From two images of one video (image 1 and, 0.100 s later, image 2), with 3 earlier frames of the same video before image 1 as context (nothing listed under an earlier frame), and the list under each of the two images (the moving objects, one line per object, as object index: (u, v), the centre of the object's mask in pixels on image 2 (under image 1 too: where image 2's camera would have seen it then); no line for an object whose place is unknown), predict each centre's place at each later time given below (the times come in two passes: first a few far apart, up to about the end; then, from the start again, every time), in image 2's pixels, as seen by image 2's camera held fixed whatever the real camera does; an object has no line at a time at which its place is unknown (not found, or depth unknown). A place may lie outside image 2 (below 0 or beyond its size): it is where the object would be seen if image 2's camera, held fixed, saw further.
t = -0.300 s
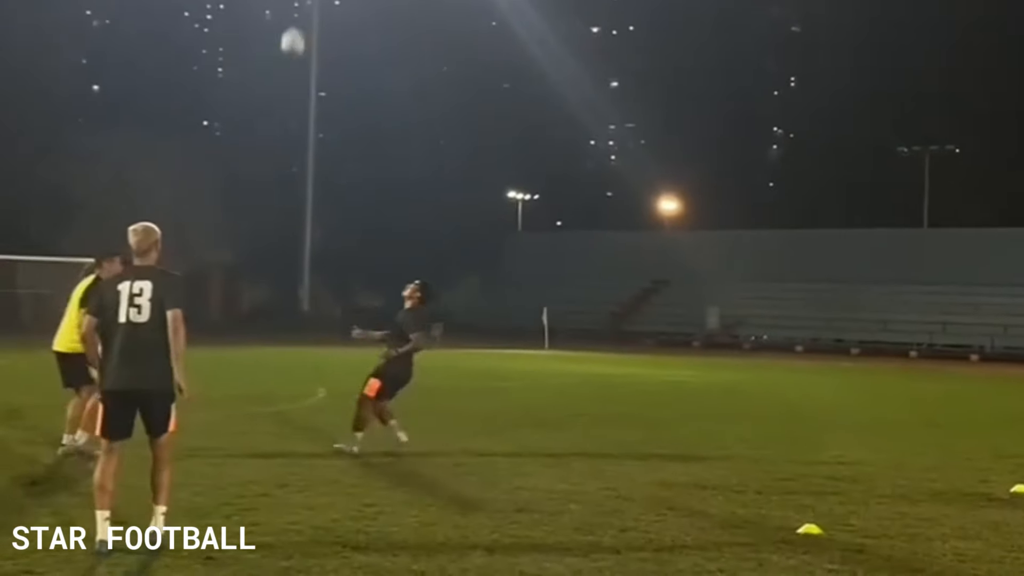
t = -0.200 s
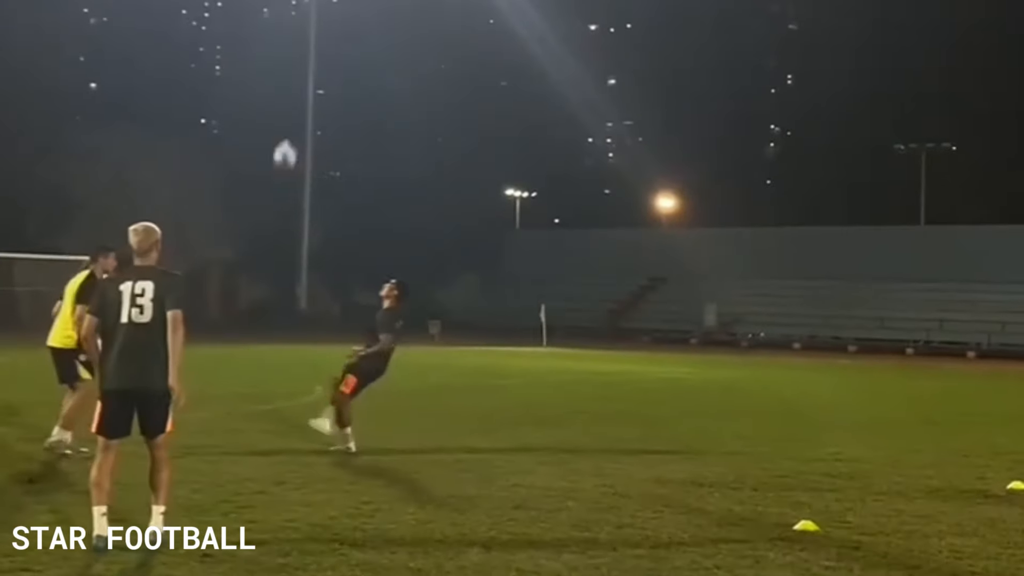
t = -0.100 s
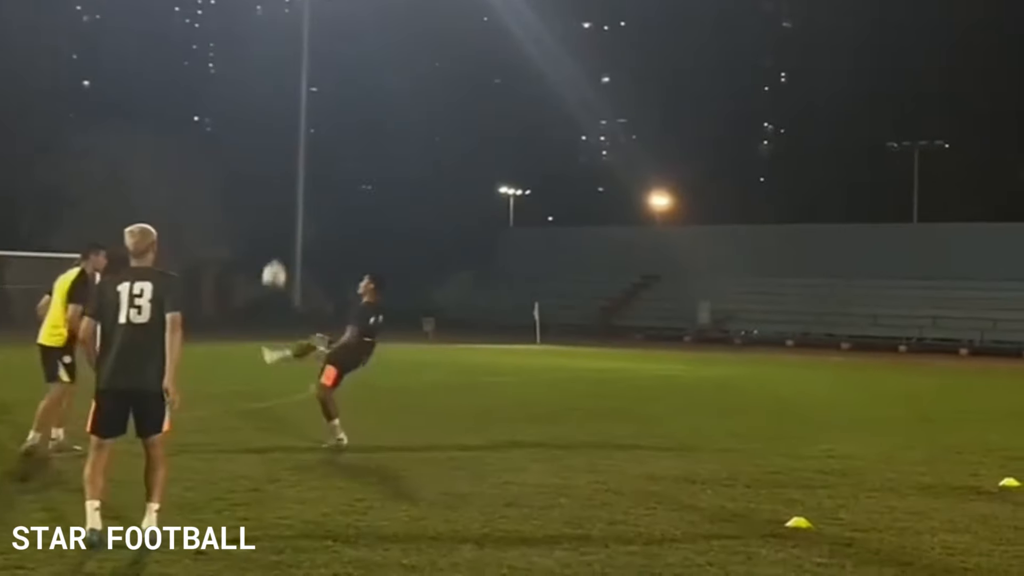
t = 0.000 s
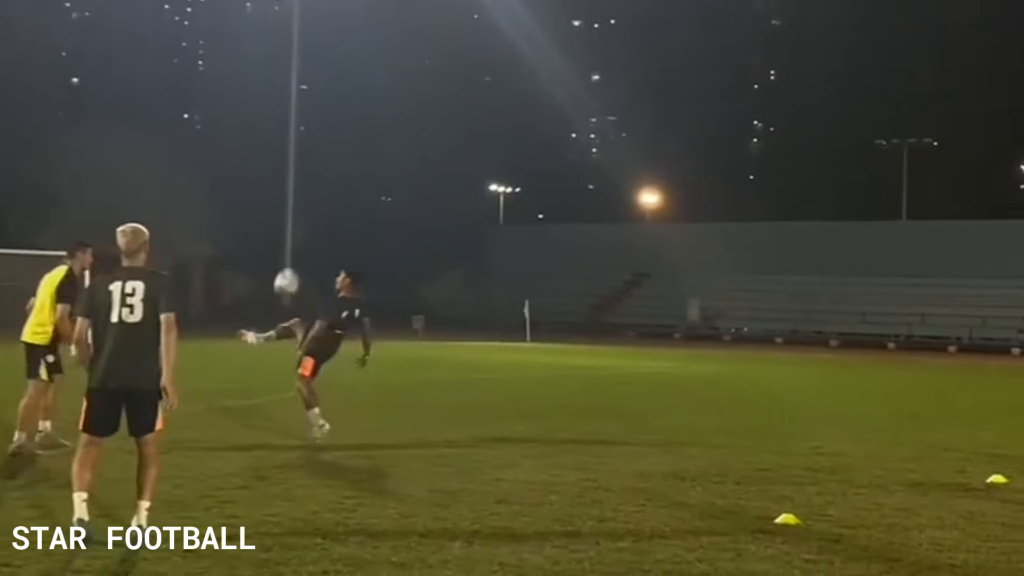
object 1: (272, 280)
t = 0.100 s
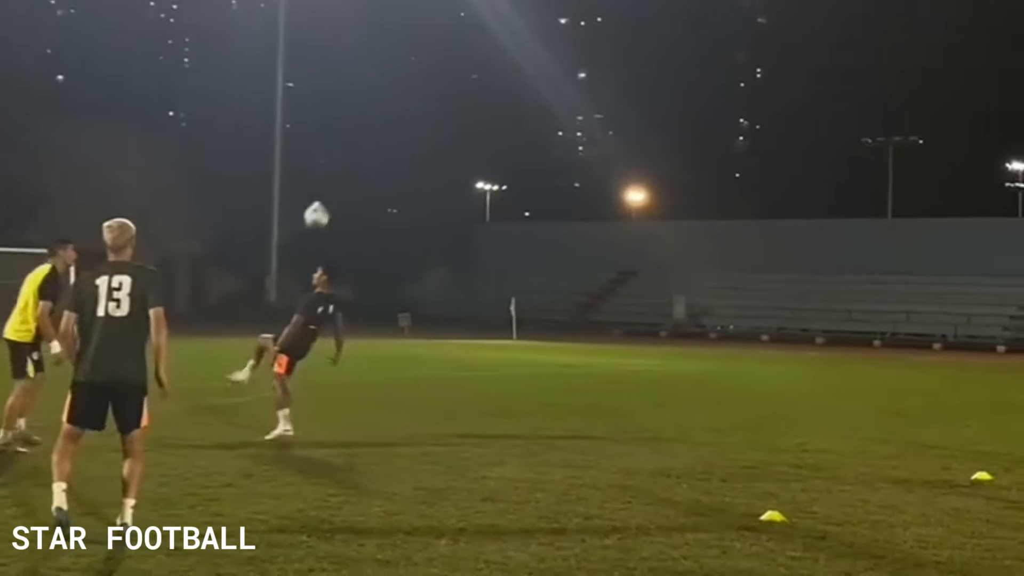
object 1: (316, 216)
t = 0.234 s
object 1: (377, 145)
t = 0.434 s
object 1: (477, 72)
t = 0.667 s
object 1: (607, 44)
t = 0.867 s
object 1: (732, 79)
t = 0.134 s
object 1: (331, 197)
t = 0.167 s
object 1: (346, 178)
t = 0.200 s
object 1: (362, 161)
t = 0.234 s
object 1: (377, 145)
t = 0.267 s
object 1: (394, 129)
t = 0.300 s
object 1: (409, 116)
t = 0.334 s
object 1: (426, 103)
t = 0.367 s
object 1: (443, 91)
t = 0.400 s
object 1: (460, 81)
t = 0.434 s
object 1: (477, 72)
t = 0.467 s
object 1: (495, 64)
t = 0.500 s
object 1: (513, 58)
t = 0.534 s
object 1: (530, 52)
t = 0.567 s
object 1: (549, 48)
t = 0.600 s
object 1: (568, 45)
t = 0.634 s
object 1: (587, 44)
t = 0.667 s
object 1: (607, 44)
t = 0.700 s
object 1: (627, 46)
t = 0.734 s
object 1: (646, 49)
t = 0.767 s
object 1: (667, 54)
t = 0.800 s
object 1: (688, 61)
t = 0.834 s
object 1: (711, 69)
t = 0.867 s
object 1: (732, 79)
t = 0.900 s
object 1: (754, 91)
